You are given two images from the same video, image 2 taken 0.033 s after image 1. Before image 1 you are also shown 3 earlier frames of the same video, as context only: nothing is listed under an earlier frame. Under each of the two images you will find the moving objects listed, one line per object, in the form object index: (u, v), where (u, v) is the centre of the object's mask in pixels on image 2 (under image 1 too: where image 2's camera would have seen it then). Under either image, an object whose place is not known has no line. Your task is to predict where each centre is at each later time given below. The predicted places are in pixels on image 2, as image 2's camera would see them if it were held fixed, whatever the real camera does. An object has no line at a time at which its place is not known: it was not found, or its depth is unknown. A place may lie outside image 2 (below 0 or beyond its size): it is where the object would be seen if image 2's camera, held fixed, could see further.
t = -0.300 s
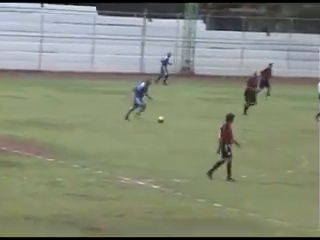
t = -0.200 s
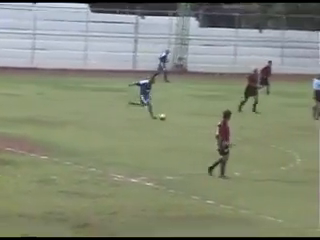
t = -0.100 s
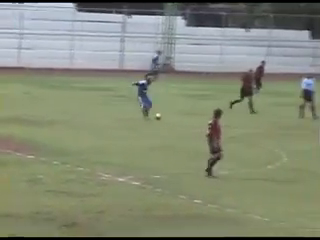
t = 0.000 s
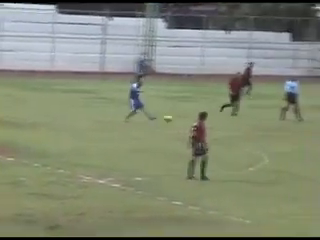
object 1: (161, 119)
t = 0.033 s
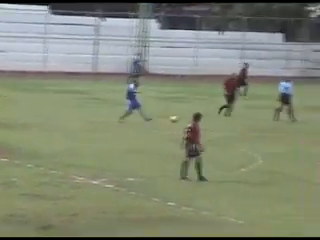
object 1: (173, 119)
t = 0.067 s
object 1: (187, 119)
